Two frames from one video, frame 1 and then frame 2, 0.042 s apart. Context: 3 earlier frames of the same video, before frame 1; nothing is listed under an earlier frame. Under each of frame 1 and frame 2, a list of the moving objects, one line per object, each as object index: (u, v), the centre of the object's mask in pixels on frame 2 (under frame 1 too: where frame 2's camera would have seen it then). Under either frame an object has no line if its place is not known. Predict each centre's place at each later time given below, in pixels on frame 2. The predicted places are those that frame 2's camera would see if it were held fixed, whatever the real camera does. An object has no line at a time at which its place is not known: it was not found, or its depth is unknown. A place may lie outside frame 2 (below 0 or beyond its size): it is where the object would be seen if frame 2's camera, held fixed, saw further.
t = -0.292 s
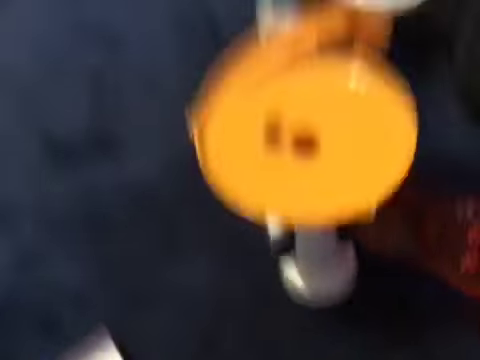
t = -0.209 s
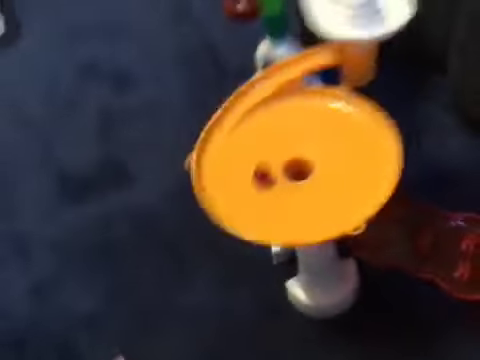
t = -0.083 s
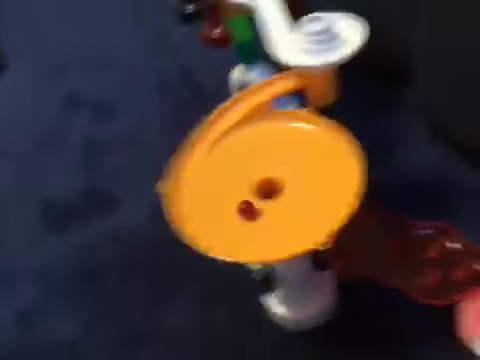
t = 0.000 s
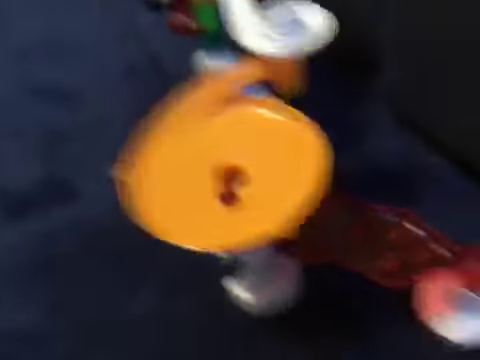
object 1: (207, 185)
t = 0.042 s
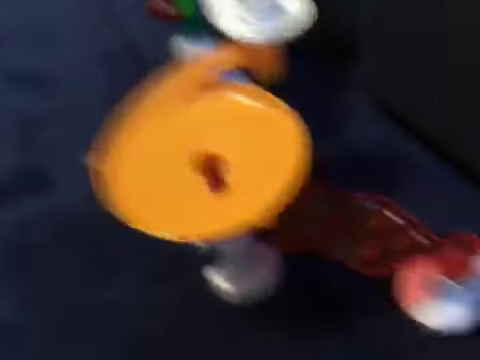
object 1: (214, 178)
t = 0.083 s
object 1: (222, 173)
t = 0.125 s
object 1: (234, 169)
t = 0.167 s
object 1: (241, 161)
